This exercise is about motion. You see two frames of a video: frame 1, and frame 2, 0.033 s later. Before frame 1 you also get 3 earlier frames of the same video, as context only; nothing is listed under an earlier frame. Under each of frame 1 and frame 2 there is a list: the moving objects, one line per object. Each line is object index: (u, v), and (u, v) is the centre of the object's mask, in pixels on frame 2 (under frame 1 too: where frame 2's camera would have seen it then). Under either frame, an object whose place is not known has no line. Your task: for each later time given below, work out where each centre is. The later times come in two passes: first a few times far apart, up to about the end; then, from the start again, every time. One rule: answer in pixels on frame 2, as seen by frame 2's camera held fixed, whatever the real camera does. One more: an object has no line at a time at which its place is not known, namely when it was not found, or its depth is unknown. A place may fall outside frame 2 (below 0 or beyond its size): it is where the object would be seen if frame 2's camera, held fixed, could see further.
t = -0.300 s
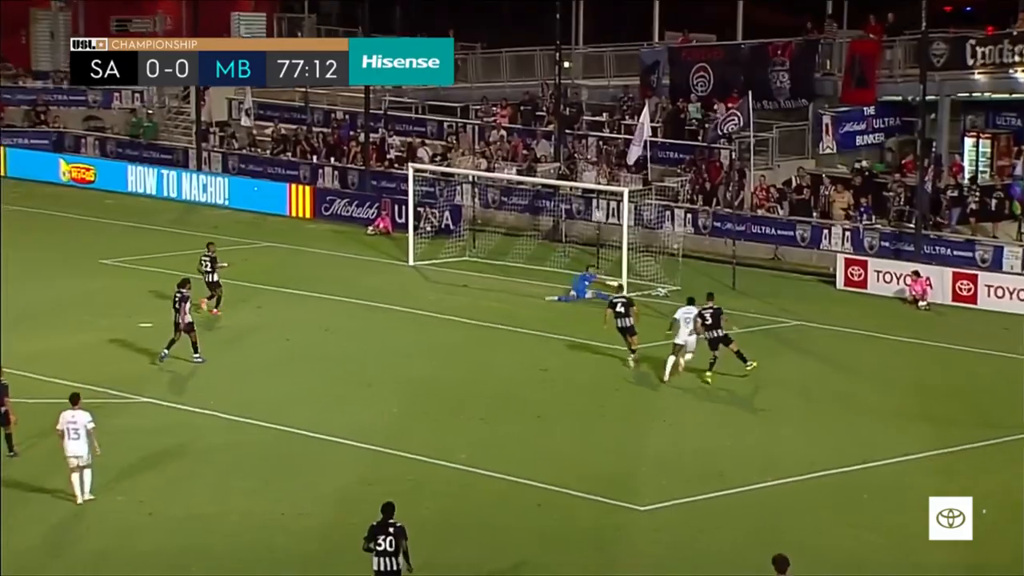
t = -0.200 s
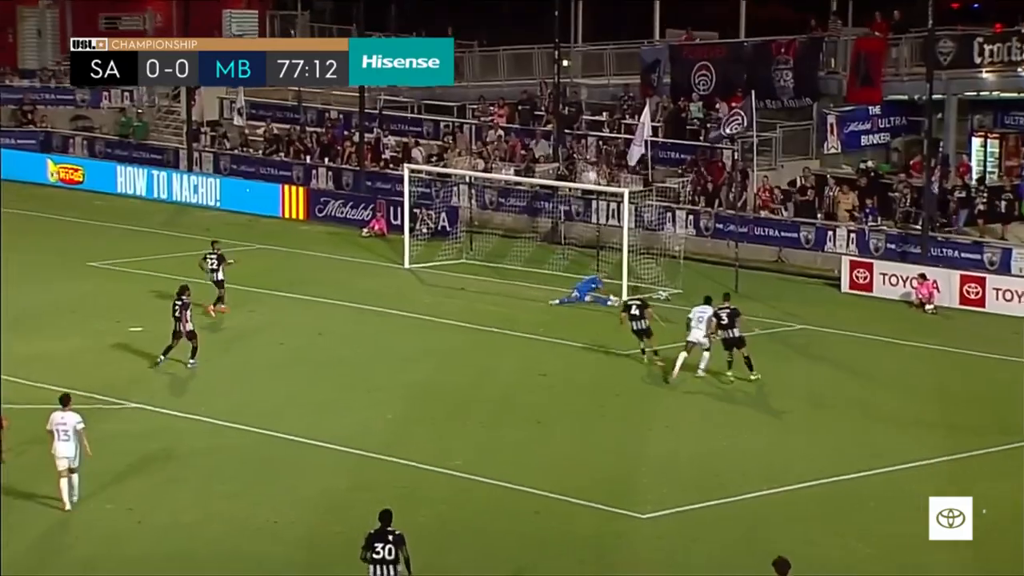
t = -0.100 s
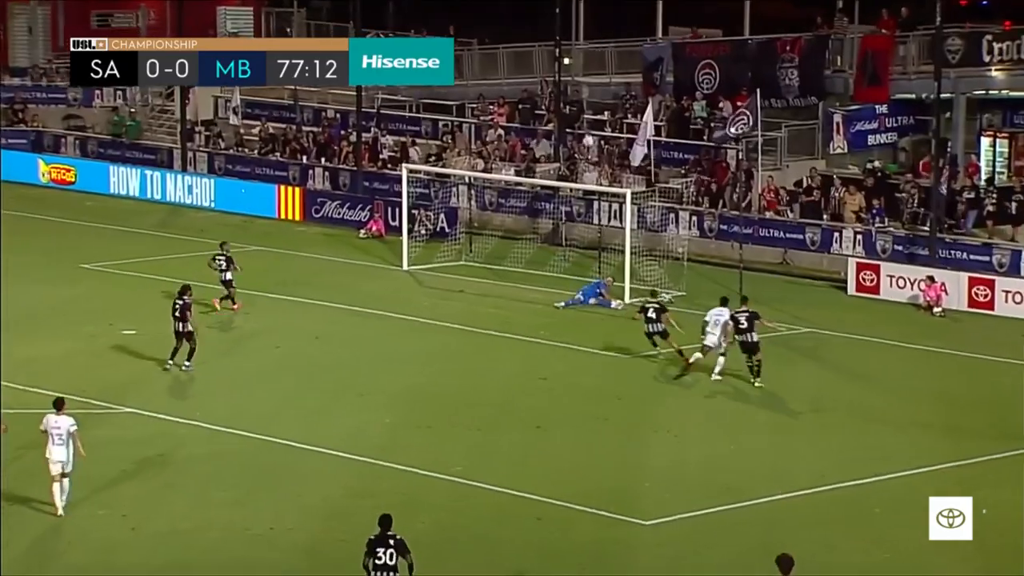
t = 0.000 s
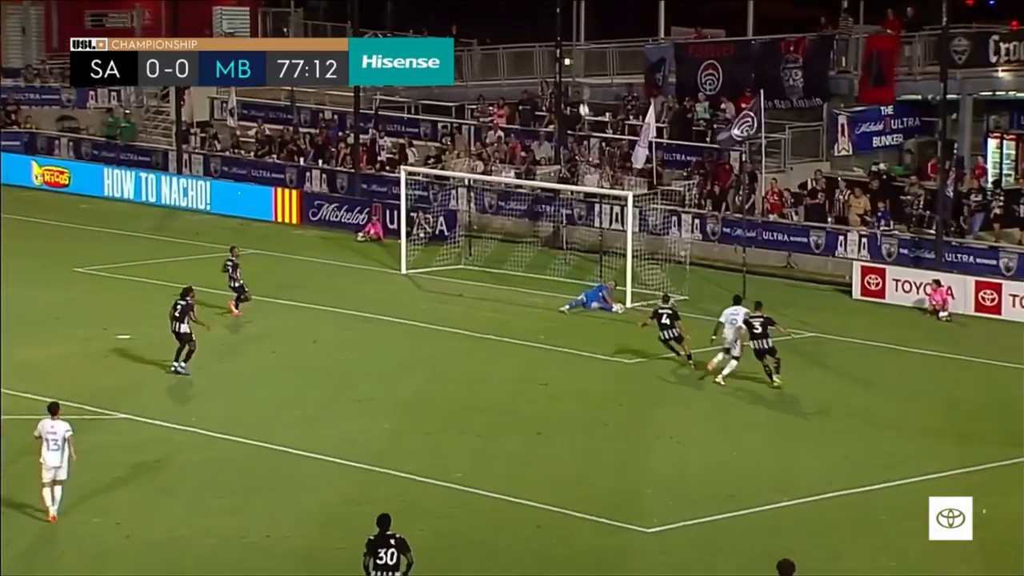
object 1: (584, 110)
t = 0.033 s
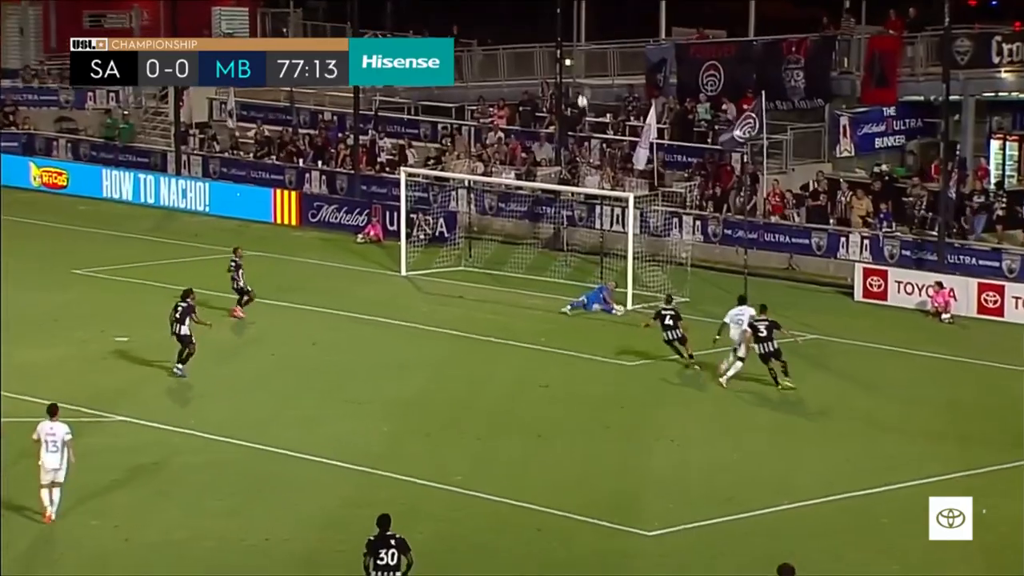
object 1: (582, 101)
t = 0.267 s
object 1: (569, 46)
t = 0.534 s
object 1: (553, 15)
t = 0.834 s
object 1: (533, 21)
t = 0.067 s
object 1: (580, 93)
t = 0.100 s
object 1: (578, 84)
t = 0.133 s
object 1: (576, 75)
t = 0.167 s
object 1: (575, 68)
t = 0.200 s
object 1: (572, 60)
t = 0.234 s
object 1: (571, 53)
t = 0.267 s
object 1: (569, 46)
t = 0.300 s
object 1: (567, 40)
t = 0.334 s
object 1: (565, 35)
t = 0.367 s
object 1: (563, 30)
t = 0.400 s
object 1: (561, 26)
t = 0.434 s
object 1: (559, 22)
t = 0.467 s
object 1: (557, 19)
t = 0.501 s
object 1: (555, 17)
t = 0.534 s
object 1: (553, 15)
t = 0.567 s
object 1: (551, 14)
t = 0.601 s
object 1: (549, 13)
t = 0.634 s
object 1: (547, 13)
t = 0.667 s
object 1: (545, 13)
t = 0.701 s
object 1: (542, 13)
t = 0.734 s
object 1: (540, 14)
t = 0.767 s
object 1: (537, 16)
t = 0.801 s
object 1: (535, 18)
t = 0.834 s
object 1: (533, 21)
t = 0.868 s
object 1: (531, 24)
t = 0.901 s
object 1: (528, 28)
